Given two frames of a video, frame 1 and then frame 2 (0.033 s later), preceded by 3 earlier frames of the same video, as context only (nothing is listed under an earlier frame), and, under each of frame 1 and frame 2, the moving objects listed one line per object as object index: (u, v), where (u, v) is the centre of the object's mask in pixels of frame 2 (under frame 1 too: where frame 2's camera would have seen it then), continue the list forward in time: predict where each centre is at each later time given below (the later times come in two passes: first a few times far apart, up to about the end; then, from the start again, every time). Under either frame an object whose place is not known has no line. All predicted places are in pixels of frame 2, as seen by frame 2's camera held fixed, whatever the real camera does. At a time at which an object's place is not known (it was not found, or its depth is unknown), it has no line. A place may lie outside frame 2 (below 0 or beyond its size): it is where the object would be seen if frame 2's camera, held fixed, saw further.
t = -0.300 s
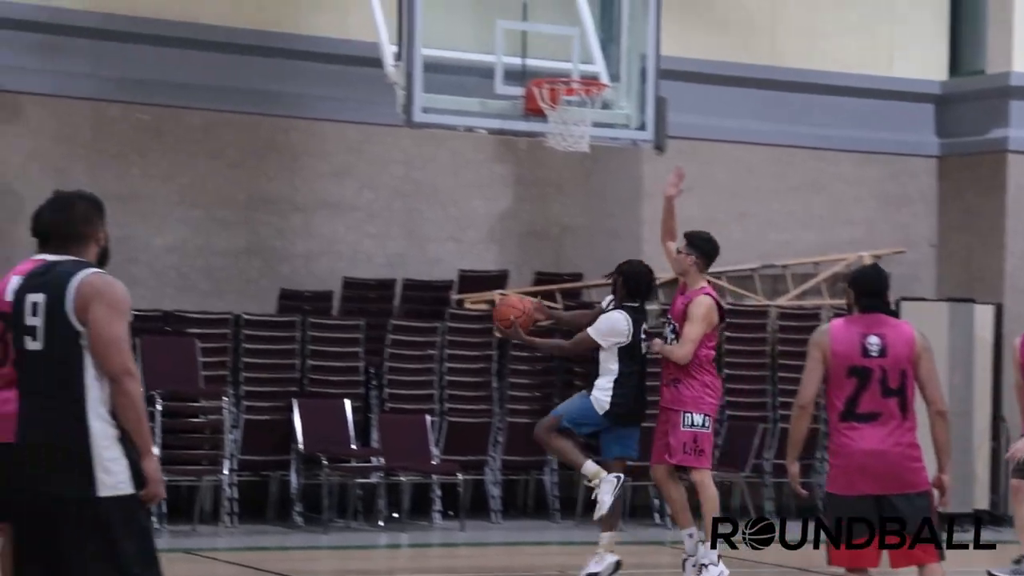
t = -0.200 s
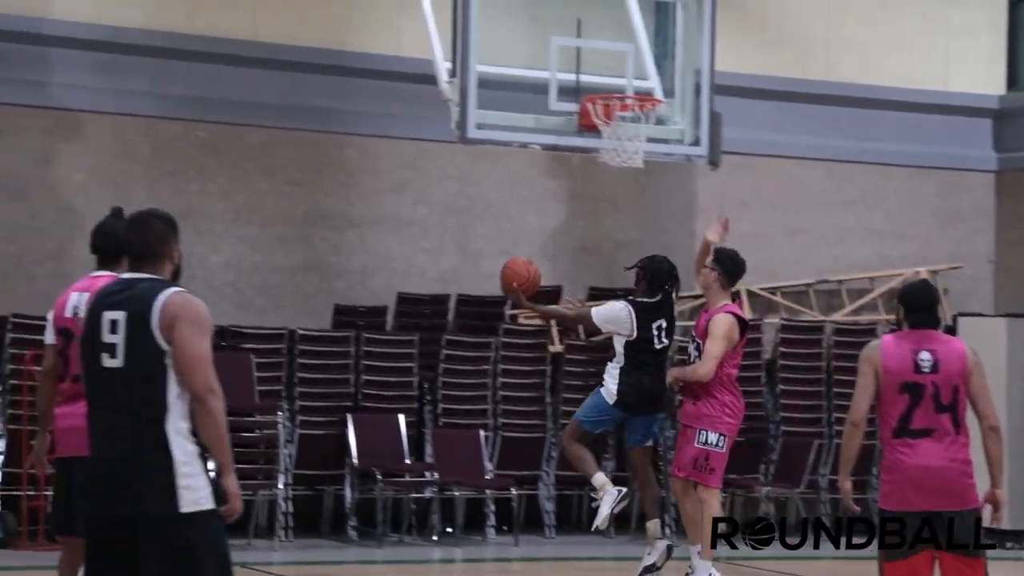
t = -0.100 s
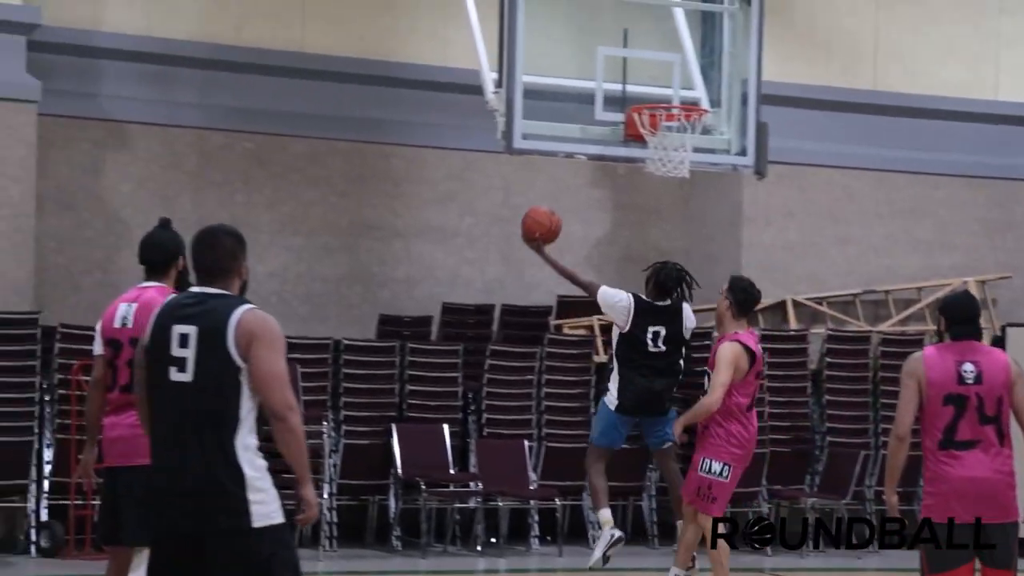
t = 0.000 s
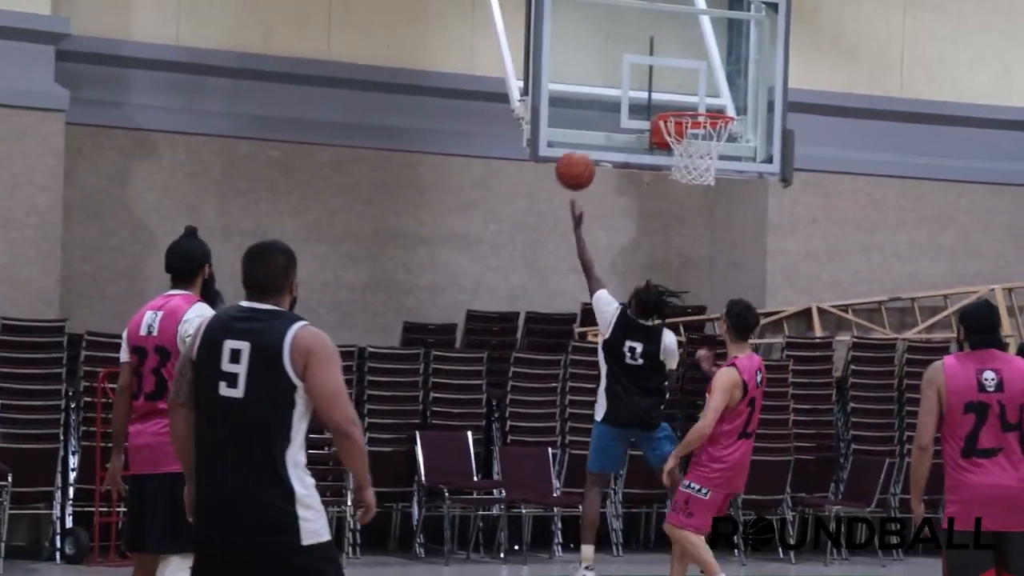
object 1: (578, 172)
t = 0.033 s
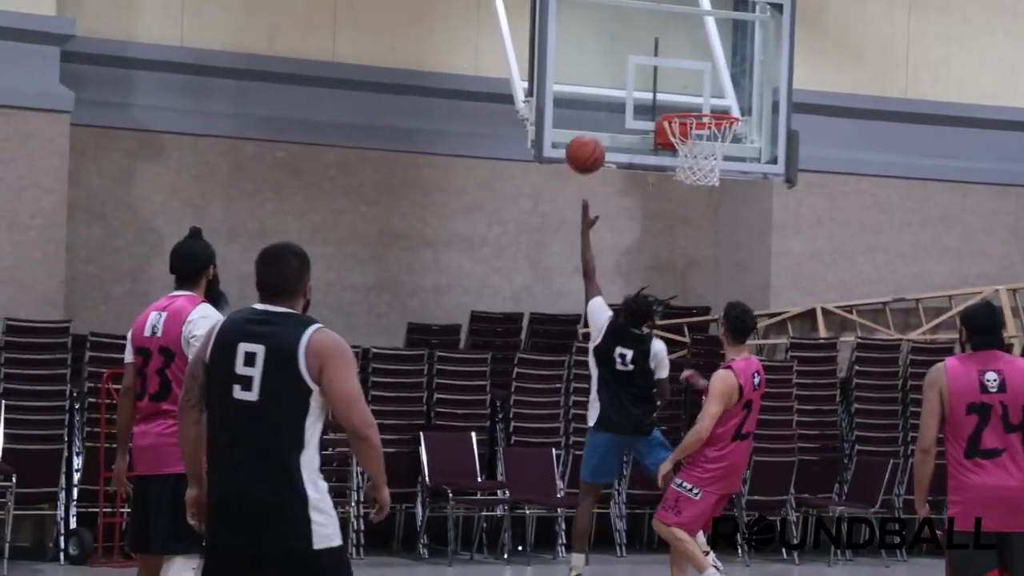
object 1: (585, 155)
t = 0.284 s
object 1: (627, 82)
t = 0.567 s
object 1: (676, 98)
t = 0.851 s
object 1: (722, 206)
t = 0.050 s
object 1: (588, 146)
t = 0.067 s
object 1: (591, 138)
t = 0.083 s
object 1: (594, 131)
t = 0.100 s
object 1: (597, 124)
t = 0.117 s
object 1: (600, 118)
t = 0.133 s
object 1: (603, 113)
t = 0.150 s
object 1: (606, 108)
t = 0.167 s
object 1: (609, 103)
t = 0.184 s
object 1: (611, 99)
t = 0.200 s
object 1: (614, 95)
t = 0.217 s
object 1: (617, 92)
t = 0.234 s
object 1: (620, 89)
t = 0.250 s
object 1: (622, 86)
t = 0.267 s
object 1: (625, 84)
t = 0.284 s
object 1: (627, 82)
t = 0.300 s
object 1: (630, 81)
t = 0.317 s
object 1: (632, 81)
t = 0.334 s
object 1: (635, 80)
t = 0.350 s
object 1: (637, 80)
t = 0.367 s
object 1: (639, 81)
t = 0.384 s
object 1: (641, 82)
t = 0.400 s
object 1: (643, 83)
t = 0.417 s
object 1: (646, 84)
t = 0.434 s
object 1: (650, 84)
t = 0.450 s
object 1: (653, 85)
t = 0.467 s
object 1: (657, 85)
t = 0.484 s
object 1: (660, 87)
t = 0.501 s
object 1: (663, 88)
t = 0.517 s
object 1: (666, 90)
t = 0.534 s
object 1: (670, 93)
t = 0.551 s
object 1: (673, 96)
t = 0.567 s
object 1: (676, 98)
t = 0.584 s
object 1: (680, 100)
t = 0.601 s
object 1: (682, 103)
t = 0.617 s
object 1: (686, 105)
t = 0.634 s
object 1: (692, 111)
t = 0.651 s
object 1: (698, 119)
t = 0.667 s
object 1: (695, 130)
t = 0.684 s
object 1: (700, 135)
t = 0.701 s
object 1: (705, 143)
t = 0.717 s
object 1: (705, 149)
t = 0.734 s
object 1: (708, 156)
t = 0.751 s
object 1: (711, 163)
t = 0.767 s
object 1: (713, 170)
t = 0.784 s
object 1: (715, 183)
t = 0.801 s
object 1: (717, 184)
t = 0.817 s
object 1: (718, 191)
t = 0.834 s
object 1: (720, 198)
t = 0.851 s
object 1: (722, 206)
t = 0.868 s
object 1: (724, 215)
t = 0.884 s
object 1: (726, 224)
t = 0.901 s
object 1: (727, 234)
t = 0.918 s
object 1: (729, 244)
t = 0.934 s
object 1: (731, 254)
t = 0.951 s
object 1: (732, 265)
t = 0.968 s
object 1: (734, 276)
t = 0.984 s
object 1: (736, 288)
